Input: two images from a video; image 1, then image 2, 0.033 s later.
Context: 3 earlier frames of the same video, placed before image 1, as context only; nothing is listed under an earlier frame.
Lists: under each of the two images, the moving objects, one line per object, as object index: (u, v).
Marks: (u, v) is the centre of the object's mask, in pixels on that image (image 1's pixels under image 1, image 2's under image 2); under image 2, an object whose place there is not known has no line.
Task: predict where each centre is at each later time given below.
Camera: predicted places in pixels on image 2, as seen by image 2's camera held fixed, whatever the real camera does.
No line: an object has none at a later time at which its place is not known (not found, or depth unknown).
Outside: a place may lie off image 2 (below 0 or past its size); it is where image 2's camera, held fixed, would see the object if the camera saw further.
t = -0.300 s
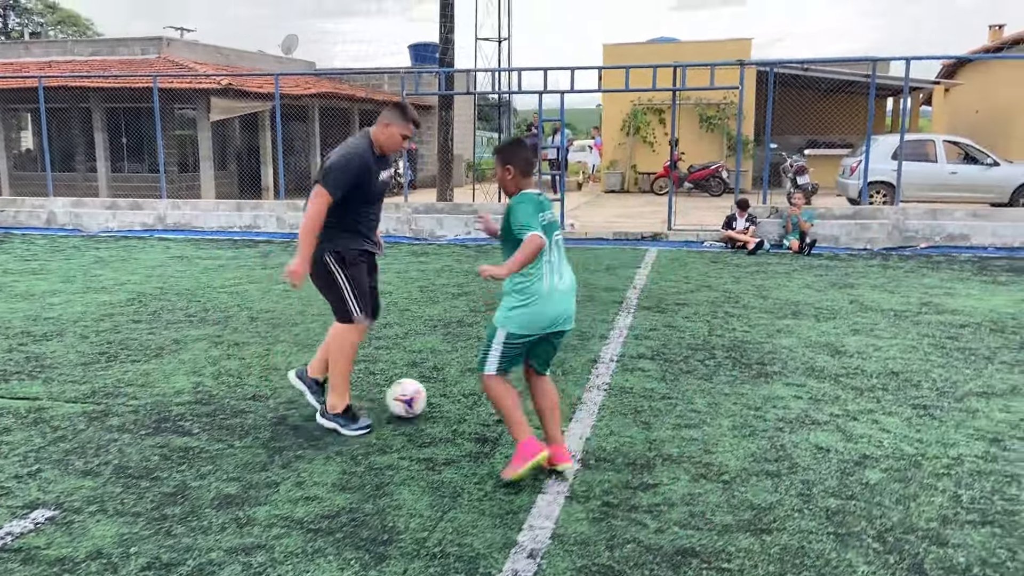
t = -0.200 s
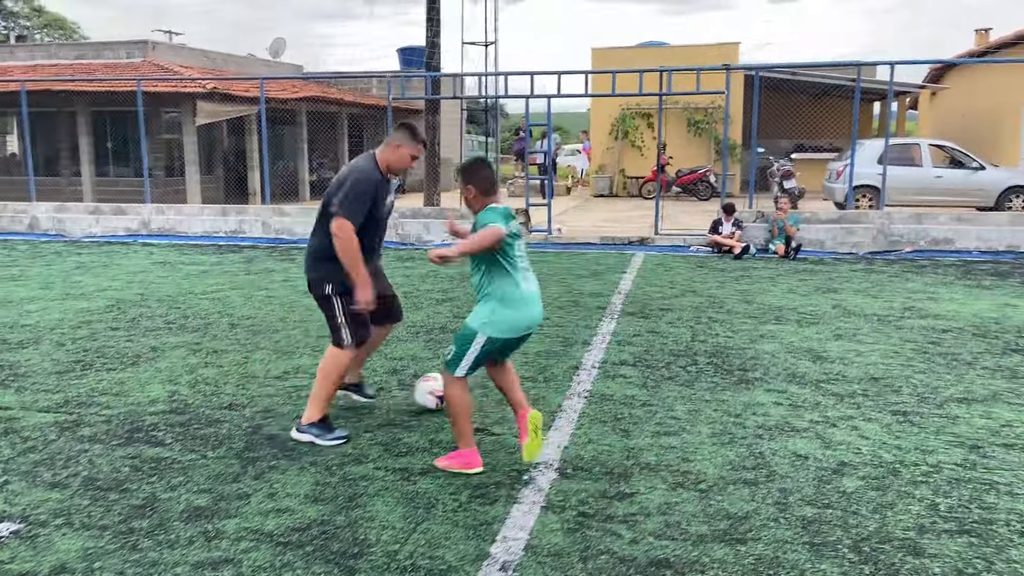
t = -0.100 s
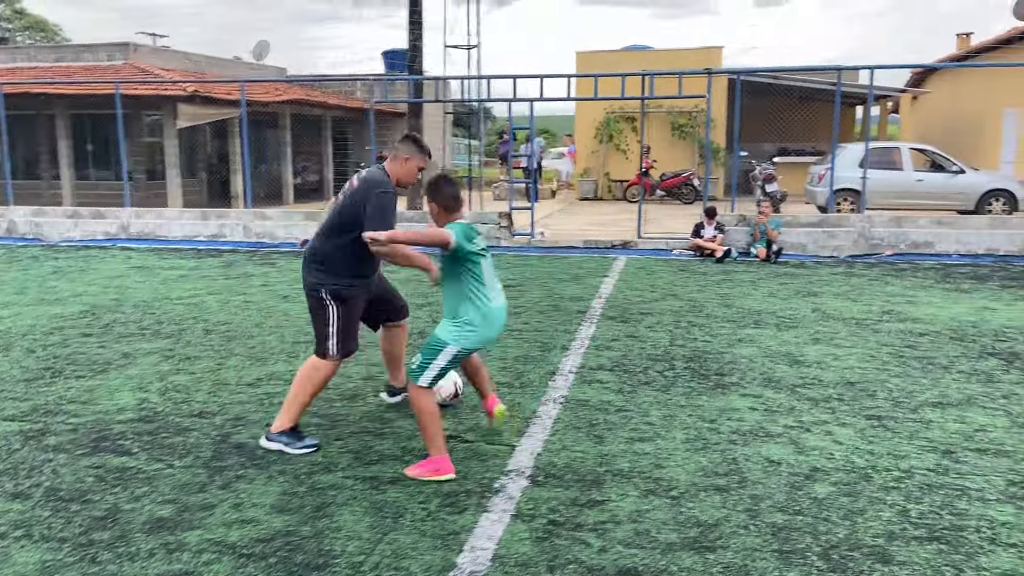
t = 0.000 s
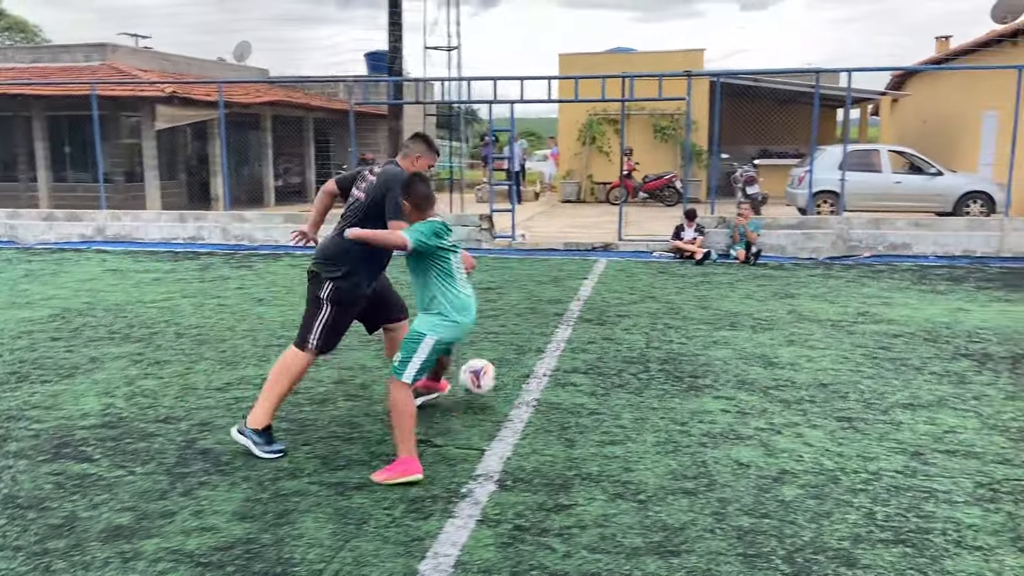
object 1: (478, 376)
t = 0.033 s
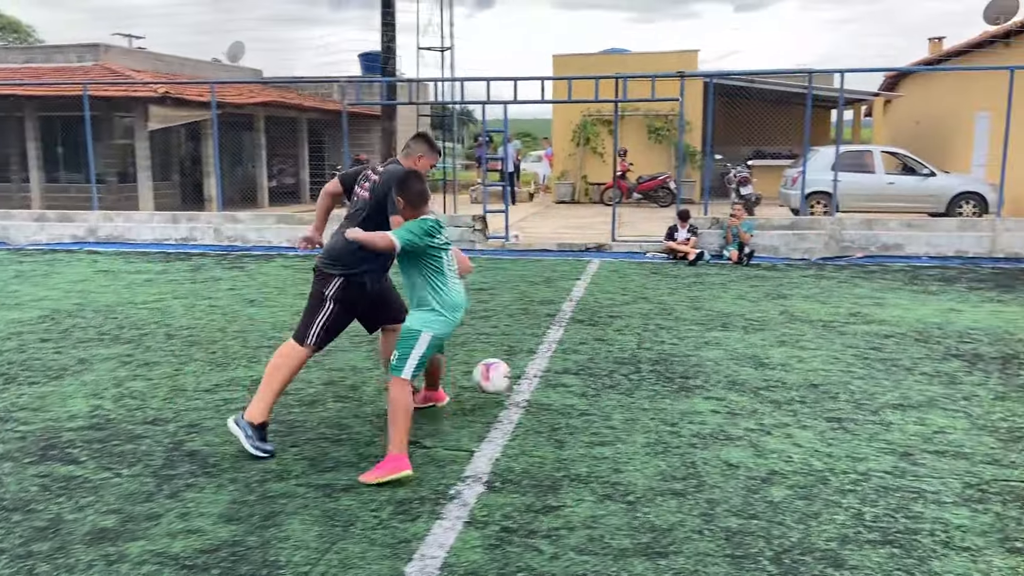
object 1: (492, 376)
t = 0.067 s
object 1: (515, 376)
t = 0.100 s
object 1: (539, 379)
